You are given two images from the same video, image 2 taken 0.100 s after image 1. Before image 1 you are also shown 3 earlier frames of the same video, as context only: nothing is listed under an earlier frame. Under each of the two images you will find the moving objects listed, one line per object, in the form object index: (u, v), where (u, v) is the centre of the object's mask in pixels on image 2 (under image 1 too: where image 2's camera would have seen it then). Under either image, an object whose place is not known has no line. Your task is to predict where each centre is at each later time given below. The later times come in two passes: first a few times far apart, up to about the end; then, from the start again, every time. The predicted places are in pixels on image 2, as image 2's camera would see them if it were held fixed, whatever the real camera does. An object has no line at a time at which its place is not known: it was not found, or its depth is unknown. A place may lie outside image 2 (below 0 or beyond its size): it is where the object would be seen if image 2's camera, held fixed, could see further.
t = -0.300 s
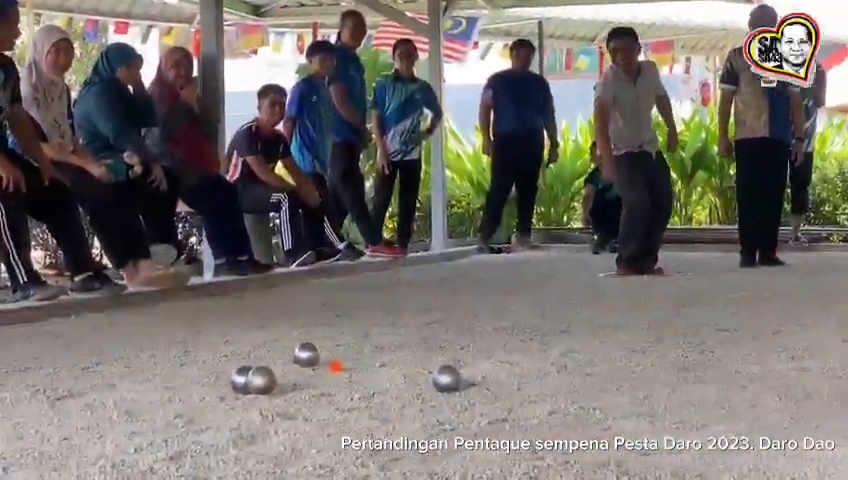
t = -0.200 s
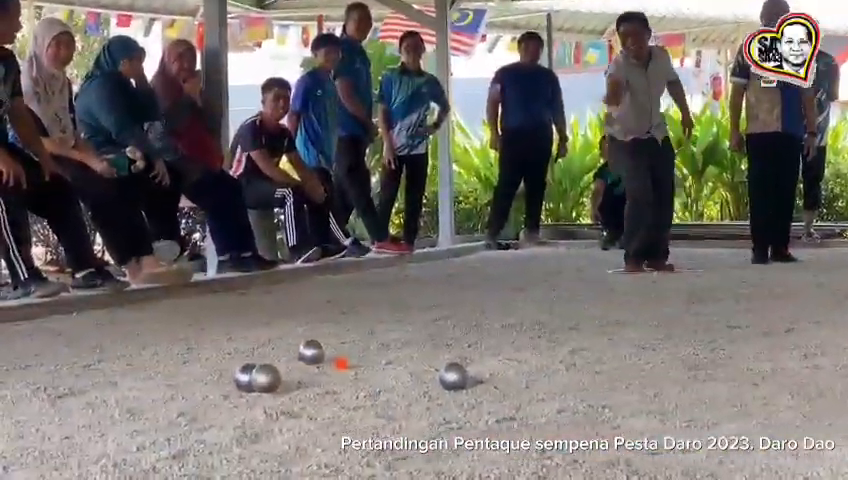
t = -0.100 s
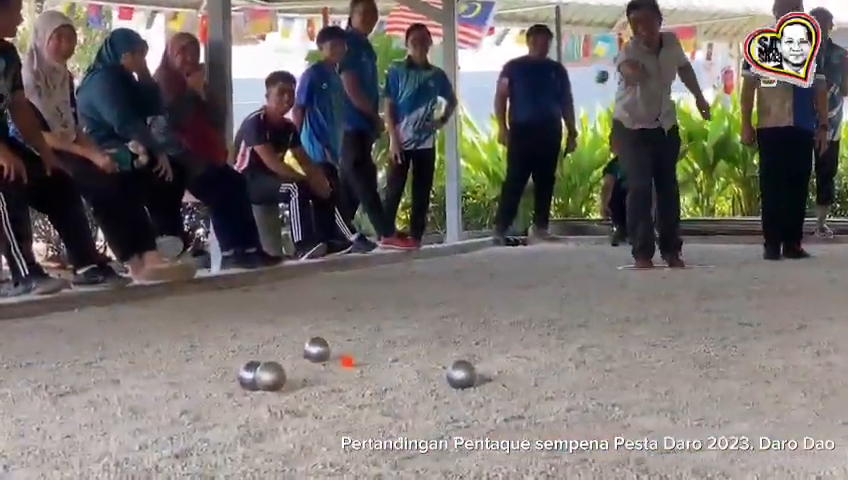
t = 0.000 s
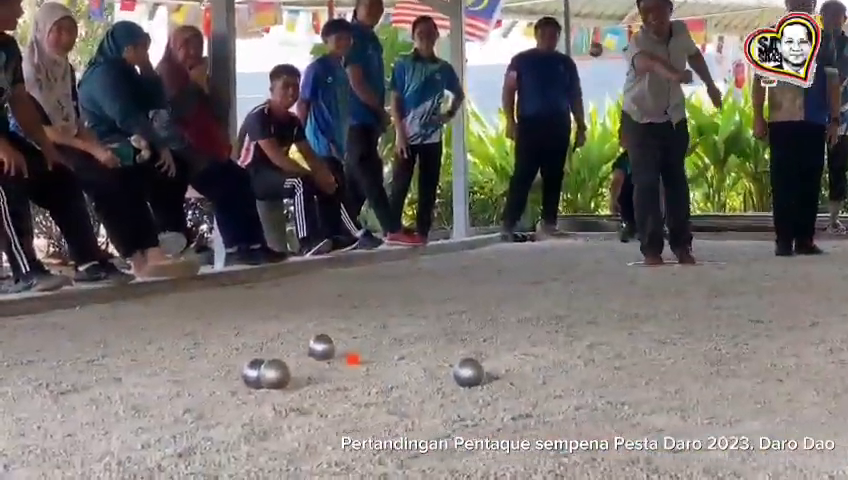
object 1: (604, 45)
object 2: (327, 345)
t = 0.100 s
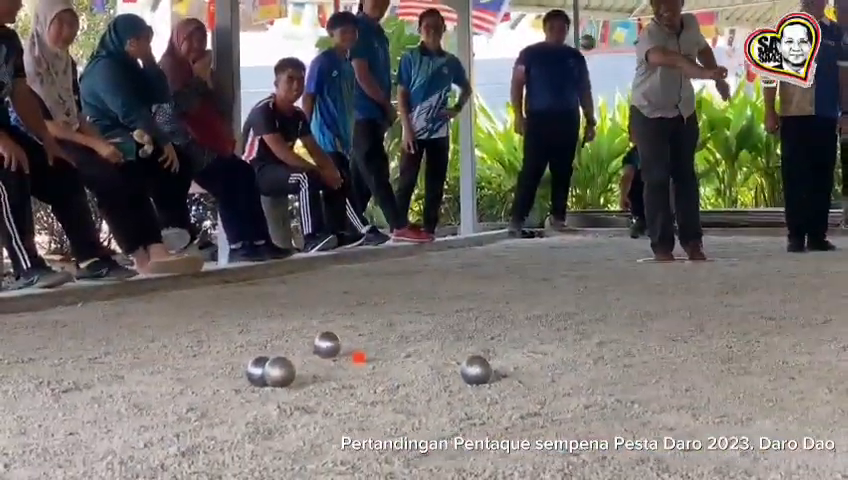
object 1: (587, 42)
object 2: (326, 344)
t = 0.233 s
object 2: (326, 344)
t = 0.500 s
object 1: (504, 304)
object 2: (326, 345)
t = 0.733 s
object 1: (461, 312)
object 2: (326, 344)
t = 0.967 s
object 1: (421, 324)
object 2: (326, 345)
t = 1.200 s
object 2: (326, 346)
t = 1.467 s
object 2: (302, 351)
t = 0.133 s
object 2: (327, 345)
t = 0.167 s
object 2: (327, 344)
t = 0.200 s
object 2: (326, 344)
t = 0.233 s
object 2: (326, 344)
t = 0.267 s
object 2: (326, 345)
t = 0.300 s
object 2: (326, 345)
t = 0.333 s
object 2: (326, 345)
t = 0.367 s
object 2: (326, 345)
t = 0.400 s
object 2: (326, 345)
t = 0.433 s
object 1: (524, 234)
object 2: (326, 345)
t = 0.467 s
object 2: (326, 345)
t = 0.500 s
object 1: (504, 304)
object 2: (326, 345)
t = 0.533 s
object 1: (498, 302)
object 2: (326, 345)
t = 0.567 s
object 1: (491, 302)
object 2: (326, 345)
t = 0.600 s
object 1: (485, 305)
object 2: (326, 345)
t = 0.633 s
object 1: (479, 307)
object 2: (326, 345)
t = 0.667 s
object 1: (472, 306)
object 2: (325, 345)
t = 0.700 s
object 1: (466, 308)
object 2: (326, 345)
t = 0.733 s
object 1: (461, 312)
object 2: (326, 344)
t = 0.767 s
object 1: (454, 313)
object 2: (326, 344)
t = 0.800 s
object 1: (449, 315)
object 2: (326, 345)
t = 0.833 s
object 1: (442, 315)
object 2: (326, 345)
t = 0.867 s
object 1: (436, 318)
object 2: (326, 345)
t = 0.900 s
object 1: (430, 321)
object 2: (326, 345)
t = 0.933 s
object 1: (425, 321)
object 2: (326, 345)
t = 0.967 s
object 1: (421, 324)
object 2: (326, 345)
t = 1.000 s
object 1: (417, 324)
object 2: (326, 345)
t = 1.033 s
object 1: (411, 328)
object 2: (326, 345)
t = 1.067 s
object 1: (405, 328)
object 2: (326, 346)
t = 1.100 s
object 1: (399, 328)
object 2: (326, 346)
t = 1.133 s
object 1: (392, 332)
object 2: (326, 346)
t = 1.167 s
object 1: (386, 335)
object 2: (326, 346)
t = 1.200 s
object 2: (326, 346)
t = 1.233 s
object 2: (326, 346)
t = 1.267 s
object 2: (325, 346)
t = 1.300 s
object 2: (325, 347)
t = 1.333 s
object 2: (325, 347)
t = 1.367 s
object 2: (326, 347)
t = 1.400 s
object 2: (321, 348)
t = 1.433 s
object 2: (310, 350)
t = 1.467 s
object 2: (302, 351)
